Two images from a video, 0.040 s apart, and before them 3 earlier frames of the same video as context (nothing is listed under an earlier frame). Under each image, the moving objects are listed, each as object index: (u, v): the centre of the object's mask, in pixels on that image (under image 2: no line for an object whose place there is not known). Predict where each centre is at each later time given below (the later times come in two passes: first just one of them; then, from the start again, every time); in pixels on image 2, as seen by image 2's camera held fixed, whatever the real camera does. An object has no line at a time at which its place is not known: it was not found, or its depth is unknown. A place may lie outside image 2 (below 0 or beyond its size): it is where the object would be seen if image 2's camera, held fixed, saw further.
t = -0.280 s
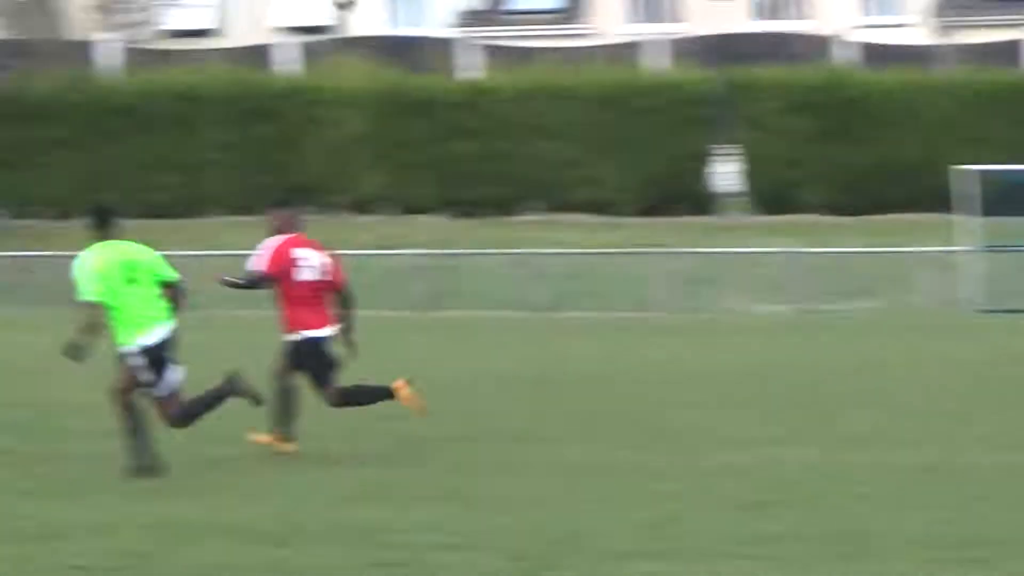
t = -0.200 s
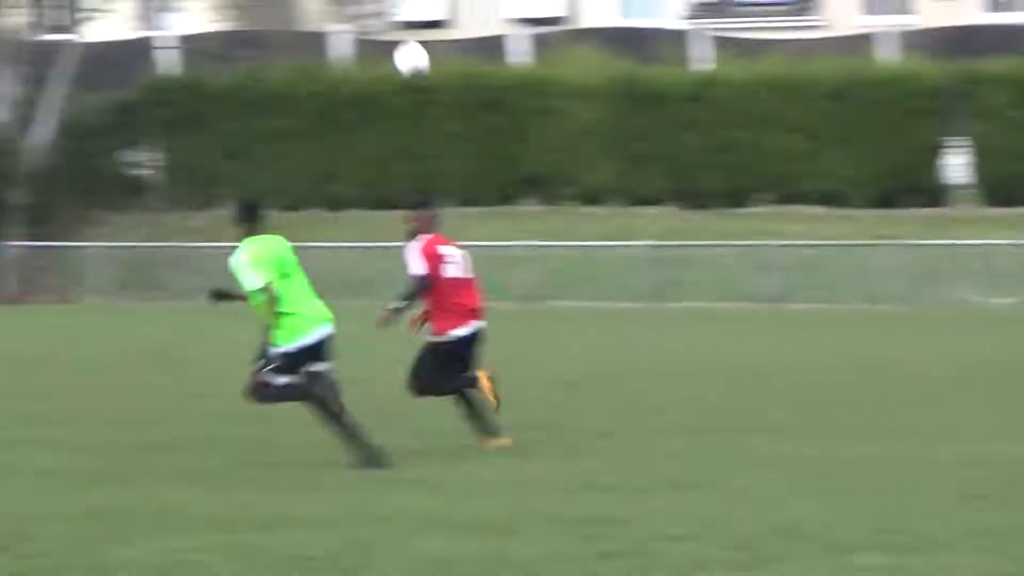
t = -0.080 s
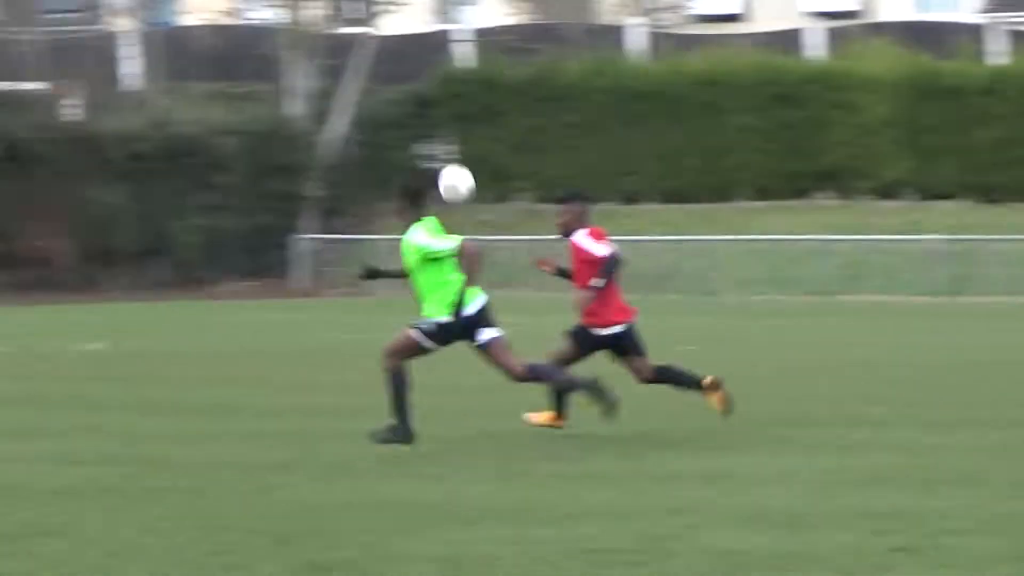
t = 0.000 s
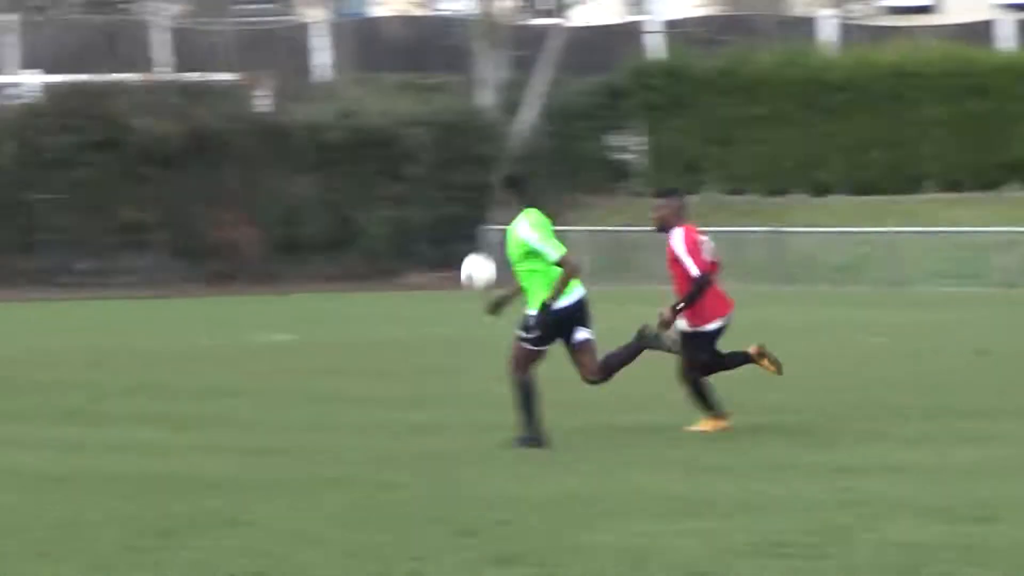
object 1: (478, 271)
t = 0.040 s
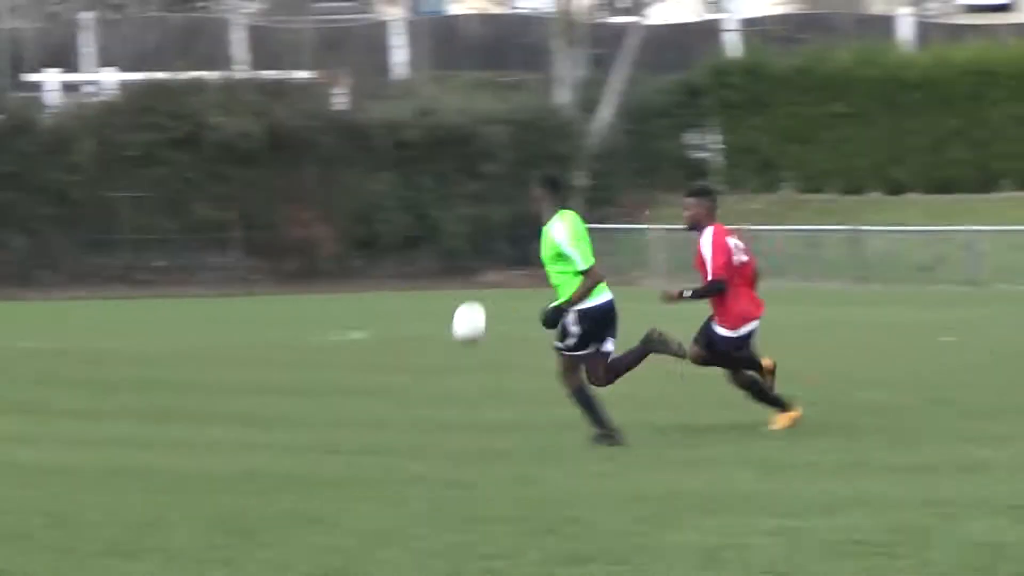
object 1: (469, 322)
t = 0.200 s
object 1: (212, 343)
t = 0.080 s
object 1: (386, 377)
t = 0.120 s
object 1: (307, 416)
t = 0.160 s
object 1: (259, 378)
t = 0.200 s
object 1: (212, 343)
